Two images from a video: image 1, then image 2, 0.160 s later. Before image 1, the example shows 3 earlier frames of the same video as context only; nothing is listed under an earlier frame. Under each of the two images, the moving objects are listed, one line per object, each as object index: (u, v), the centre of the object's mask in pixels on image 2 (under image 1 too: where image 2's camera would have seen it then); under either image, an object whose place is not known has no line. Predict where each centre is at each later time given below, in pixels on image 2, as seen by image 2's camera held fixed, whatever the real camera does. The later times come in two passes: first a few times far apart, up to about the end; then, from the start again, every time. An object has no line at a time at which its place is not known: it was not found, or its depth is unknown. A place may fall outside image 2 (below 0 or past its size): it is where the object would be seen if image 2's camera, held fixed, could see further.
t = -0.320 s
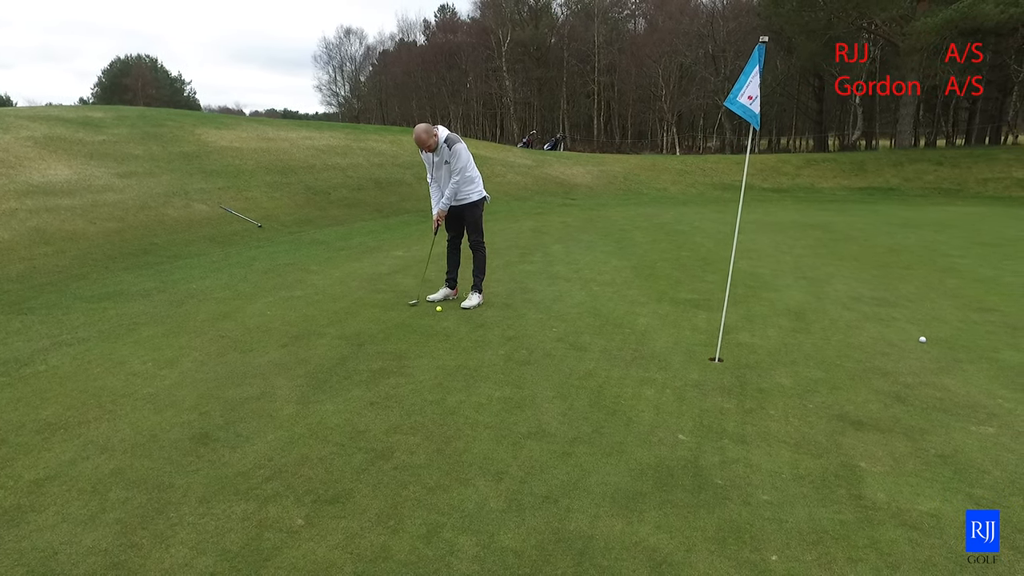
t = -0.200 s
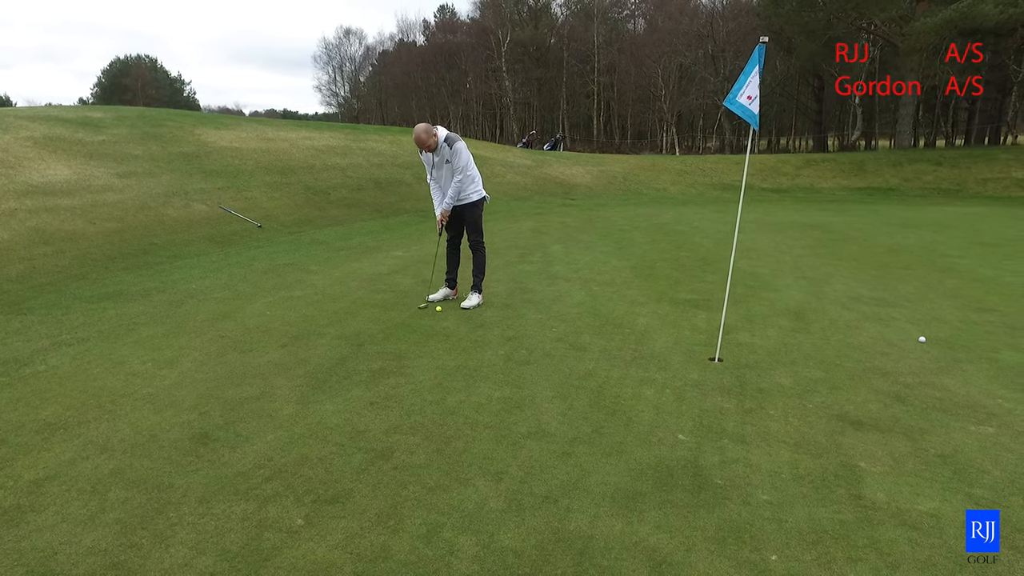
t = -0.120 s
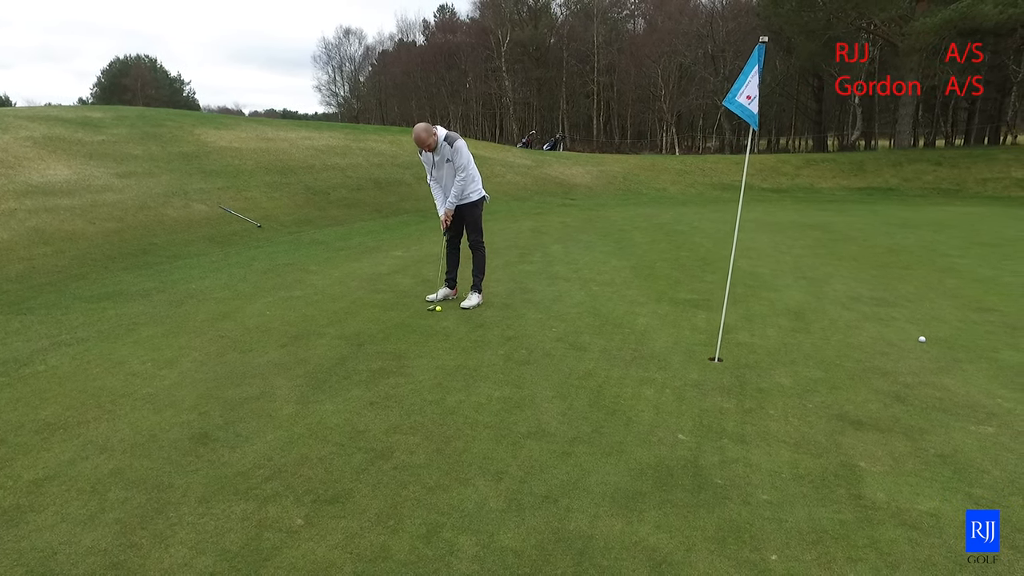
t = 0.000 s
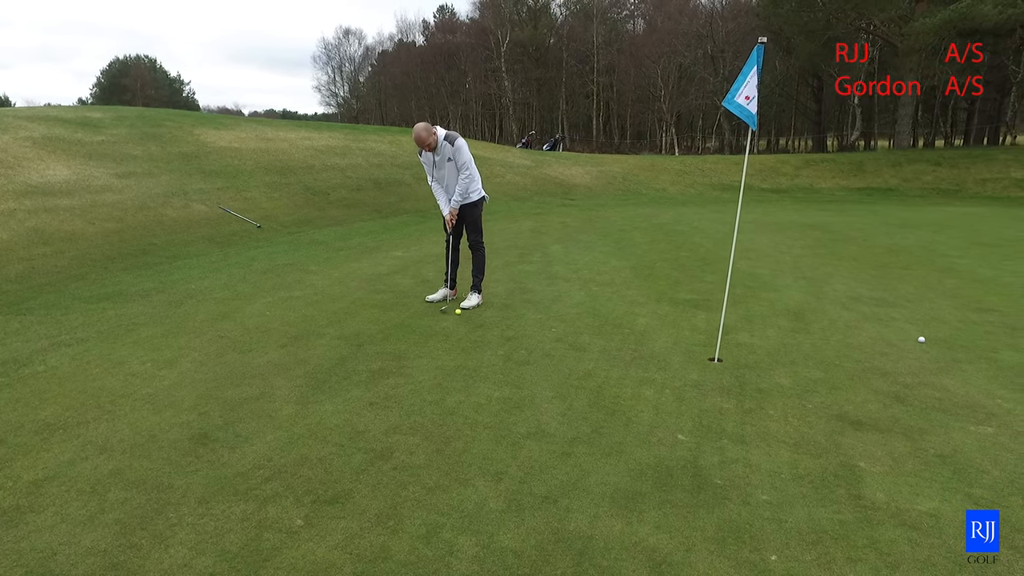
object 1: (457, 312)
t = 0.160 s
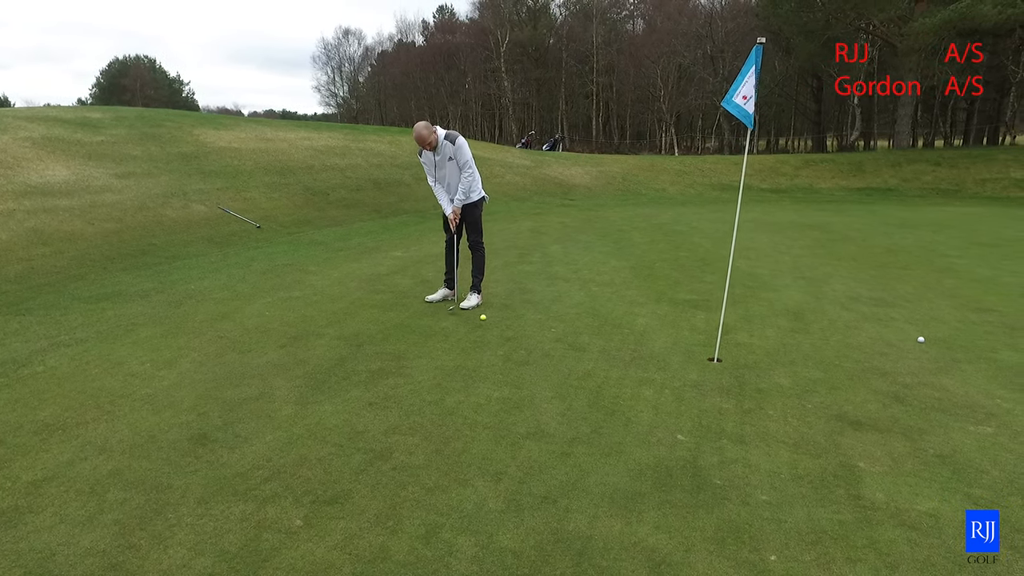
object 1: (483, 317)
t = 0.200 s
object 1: (489, 318)
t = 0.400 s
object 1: (519, 324)
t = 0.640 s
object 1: (552, 330)
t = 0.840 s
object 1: (578, 334)
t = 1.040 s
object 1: (603, 339)
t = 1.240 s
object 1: (626, 342)
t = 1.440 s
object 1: (647, 345)
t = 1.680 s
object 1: (667, 348)
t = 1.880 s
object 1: (681, 350)
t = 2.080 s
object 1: (692, 352)
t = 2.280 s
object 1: (701, 353)
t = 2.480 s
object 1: (707, 354)
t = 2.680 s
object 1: (710, 355)
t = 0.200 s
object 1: (489, 318)
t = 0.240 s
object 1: (495, 319)
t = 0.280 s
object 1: (501, 321)
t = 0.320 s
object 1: (507, 322)
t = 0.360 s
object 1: (513, 323)
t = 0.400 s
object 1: (519, 324)
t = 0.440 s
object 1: (524, 325)
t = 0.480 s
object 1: (530, 326)
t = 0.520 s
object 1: (535, 327)
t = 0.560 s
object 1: (541, 328)
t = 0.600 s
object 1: (546, 329)
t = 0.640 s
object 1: (552, 330)
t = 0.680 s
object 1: (557, 331)
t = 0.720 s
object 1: (562, 332)
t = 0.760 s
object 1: (568, 333)
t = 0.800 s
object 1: (573, 334)
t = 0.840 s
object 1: (578, 334)
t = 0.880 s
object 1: (583, 336)
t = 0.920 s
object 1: (588, 337)
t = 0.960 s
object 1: (593, 337)
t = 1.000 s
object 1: (599, 338)
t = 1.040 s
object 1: (603, 339)
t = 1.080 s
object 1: (608, 339)
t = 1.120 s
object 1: (613, 340)
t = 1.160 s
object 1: (618, 341)
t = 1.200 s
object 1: (622, 341)
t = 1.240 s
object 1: (626, 342)
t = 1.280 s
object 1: (631, 343)
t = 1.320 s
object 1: (635, 343)
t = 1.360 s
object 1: (639, 344)
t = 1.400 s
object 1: (643, 344)
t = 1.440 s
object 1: (647, 345)
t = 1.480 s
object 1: (651, 346)
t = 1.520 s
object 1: (654, 346)
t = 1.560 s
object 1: (657, 346)
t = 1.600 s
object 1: (660, 347)
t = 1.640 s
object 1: (664, 347)
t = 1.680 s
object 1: (667, 348)
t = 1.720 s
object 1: (670, 348)
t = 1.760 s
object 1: (673, 349)
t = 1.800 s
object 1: (676, 349)
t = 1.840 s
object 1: (678, 350)
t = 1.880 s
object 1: (681, 350)
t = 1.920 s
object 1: (684, 351)
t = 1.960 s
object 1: (686, 351)
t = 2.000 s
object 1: (688, 351)
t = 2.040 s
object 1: (690, 351)
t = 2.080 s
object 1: (692, 352)
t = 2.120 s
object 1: (694, 352)
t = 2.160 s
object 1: (696, 352)
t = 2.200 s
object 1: (698, 353)
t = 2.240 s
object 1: (699, 353)
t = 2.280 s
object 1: (701, 353)
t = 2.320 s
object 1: (702, 353)
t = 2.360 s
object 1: (703, 353)
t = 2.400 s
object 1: (705, 354)
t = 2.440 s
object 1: (706, 354)
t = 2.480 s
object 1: (707, 354)
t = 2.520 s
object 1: (707, 354)
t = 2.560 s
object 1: (708, 354)
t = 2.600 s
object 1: (709, 354)
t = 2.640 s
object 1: (709, 354)
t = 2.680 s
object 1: (710, 355)
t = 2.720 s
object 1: (710, 355)
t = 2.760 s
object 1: (712, 357)
